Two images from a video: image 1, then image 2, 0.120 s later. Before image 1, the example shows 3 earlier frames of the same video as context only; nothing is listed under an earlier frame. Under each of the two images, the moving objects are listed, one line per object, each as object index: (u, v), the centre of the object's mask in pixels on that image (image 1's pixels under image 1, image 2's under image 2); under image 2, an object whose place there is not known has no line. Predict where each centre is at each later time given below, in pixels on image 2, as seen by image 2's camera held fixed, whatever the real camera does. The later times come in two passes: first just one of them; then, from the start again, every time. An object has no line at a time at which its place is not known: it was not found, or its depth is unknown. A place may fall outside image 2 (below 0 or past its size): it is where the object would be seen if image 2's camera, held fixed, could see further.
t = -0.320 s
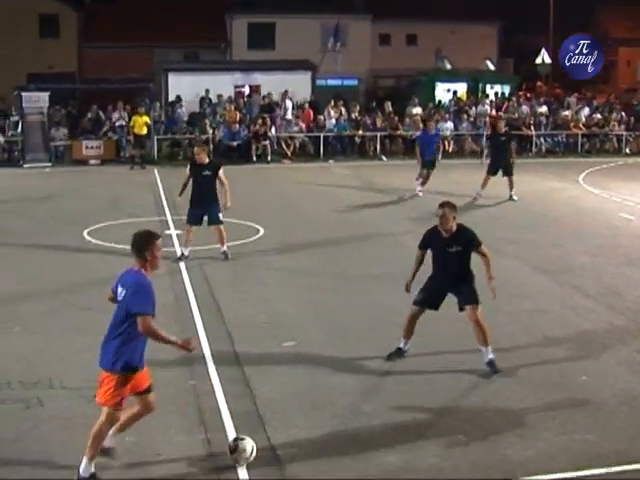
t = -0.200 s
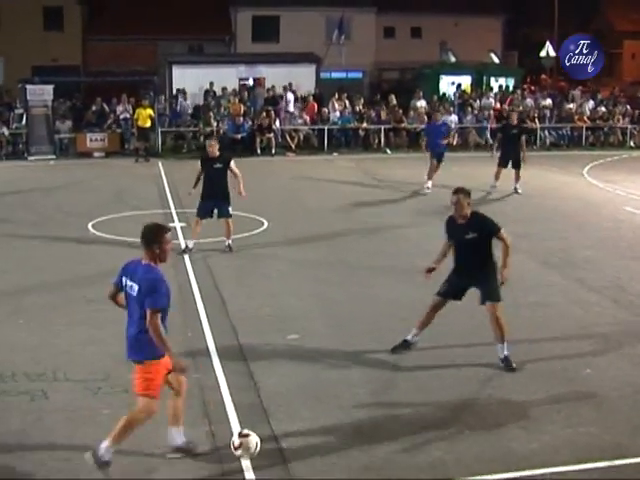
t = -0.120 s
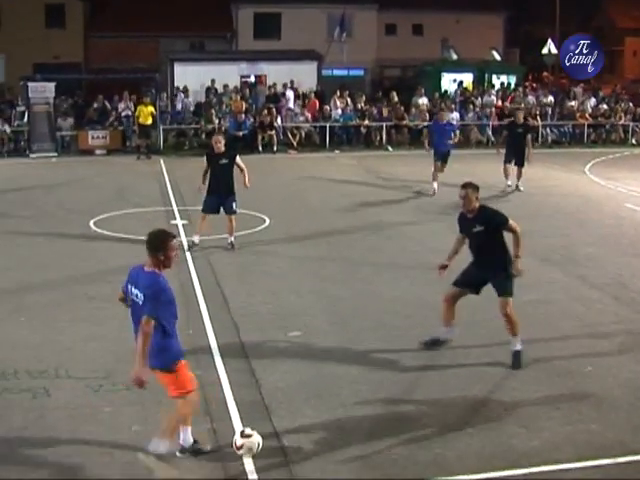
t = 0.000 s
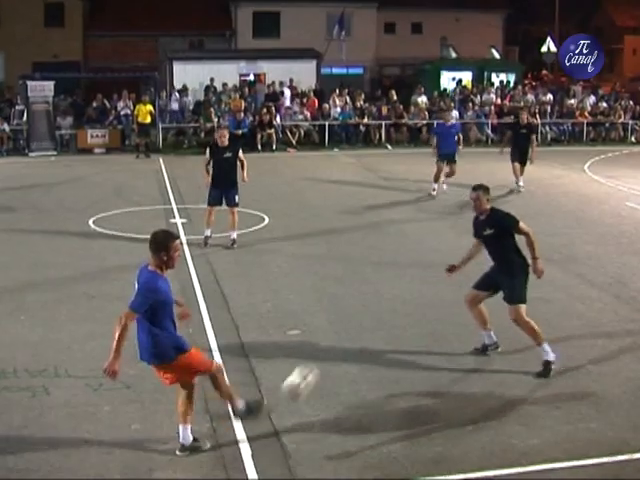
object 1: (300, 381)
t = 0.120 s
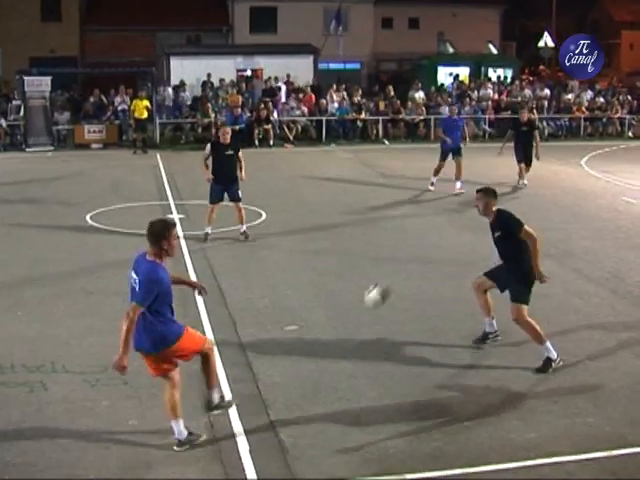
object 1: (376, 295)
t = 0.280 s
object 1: (448, 237)
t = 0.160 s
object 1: (399, 274)
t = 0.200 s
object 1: (417, 259)
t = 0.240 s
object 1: (433, 247)
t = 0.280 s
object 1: (448, 237)
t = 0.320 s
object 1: (460, 229)
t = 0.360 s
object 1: (472, 223)
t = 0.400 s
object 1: (483, 219)
